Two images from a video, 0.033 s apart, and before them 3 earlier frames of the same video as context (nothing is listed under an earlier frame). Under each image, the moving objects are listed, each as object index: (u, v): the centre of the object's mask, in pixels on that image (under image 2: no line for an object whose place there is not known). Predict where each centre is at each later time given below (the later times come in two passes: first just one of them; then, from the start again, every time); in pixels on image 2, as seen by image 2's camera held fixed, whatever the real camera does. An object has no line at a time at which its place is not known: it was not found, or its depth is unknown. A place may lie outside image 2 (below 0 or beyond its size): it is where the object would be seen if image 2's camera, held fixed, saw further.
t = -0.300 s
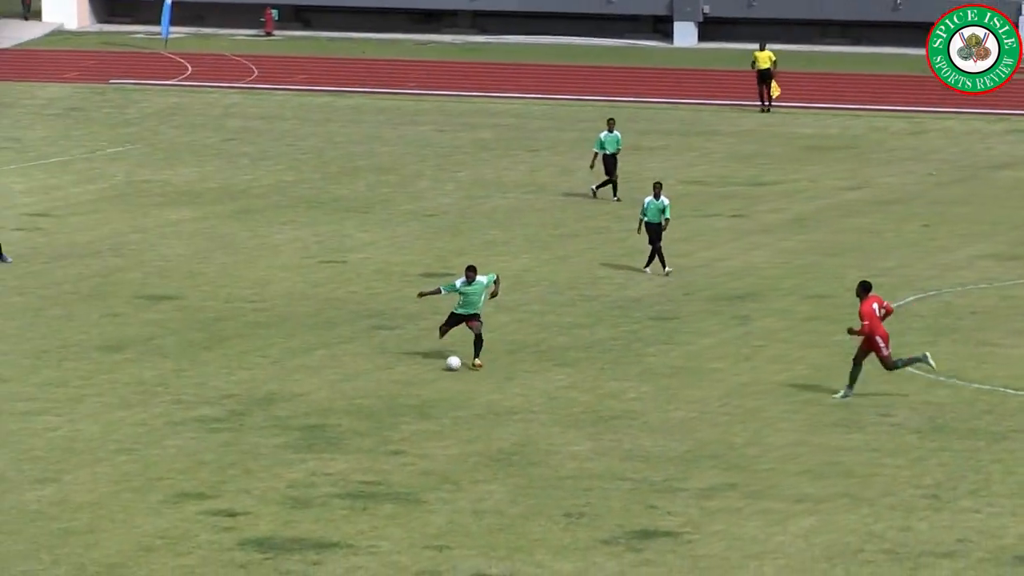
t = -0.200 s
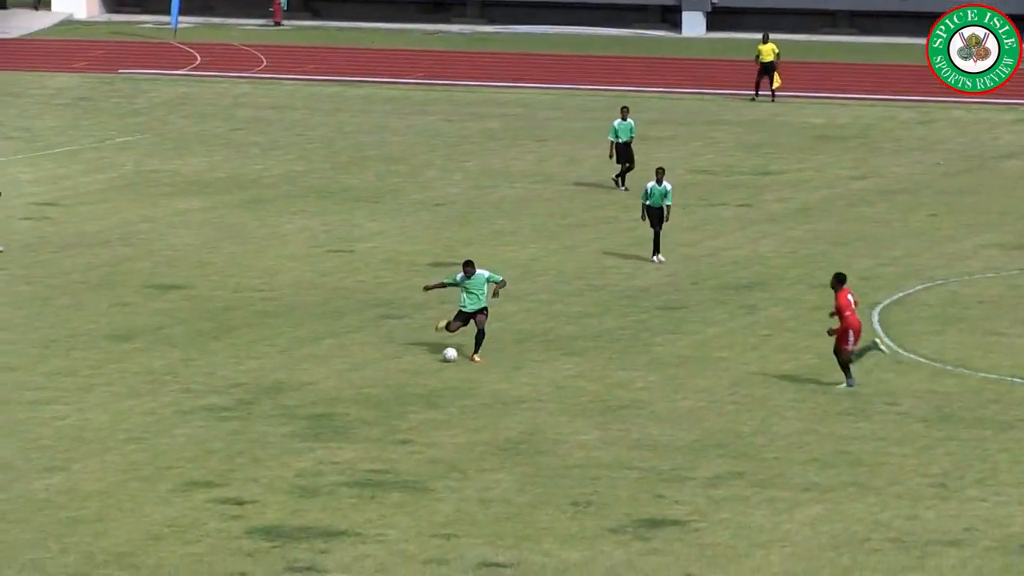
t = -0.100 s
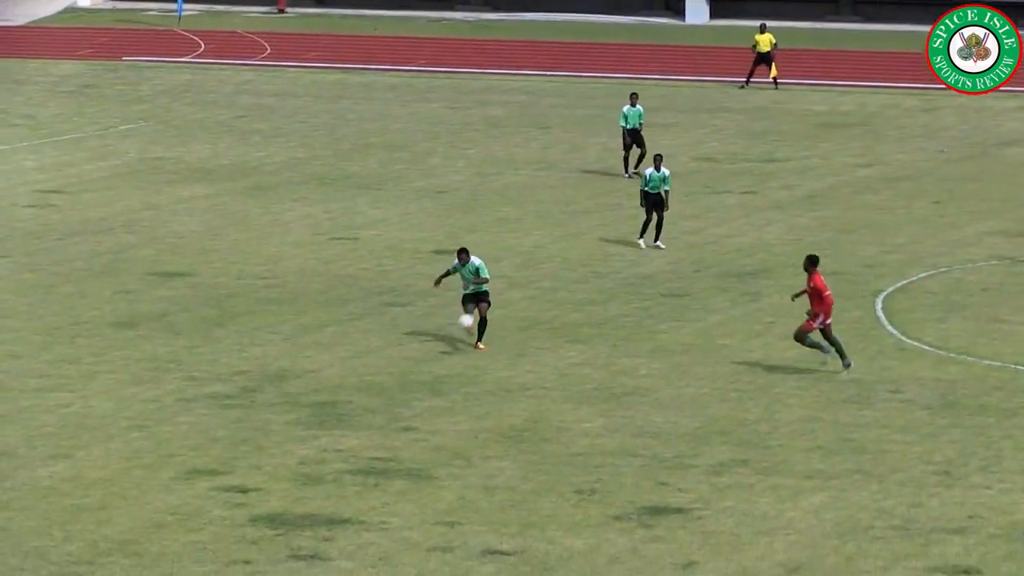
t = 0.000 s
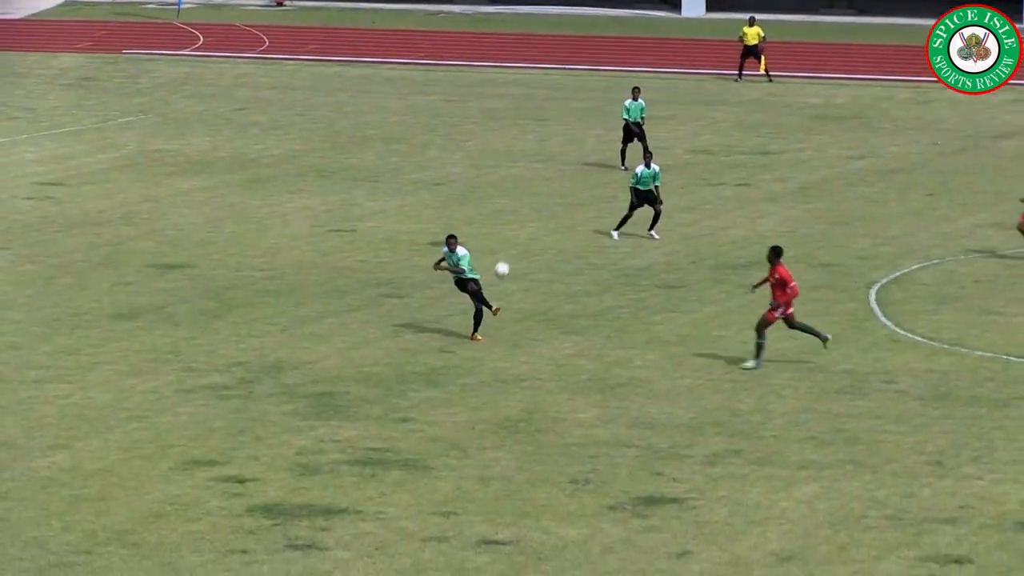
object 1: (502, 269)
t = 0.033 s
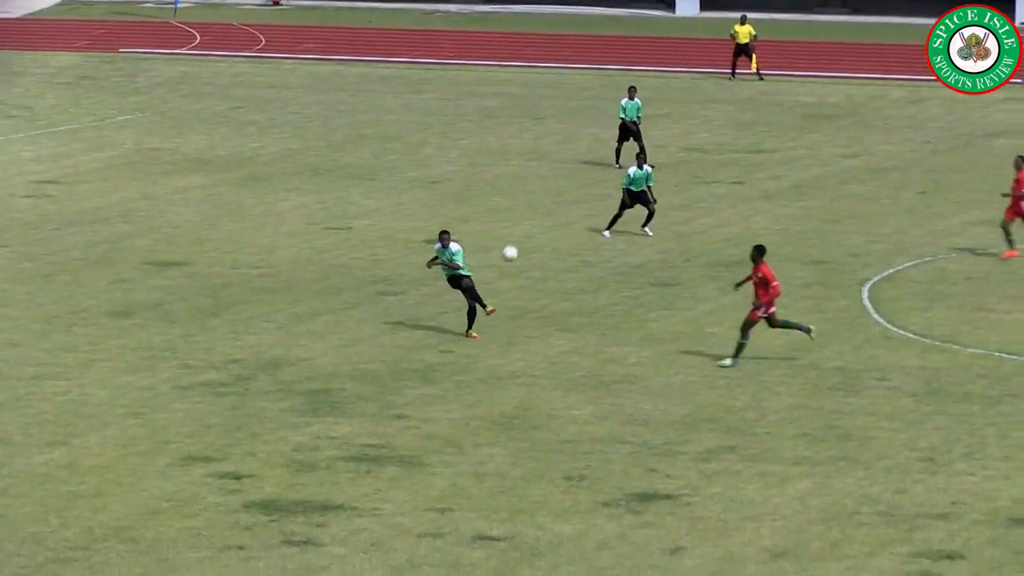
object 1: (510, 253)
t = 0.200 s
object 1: (574, 190)
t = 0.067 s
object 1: (522, 240)
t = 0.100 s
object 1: (534, 226)
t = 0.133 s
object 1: (547, 213)
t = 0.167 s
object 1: (560, 202)
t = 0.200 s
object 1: (574, 190)
